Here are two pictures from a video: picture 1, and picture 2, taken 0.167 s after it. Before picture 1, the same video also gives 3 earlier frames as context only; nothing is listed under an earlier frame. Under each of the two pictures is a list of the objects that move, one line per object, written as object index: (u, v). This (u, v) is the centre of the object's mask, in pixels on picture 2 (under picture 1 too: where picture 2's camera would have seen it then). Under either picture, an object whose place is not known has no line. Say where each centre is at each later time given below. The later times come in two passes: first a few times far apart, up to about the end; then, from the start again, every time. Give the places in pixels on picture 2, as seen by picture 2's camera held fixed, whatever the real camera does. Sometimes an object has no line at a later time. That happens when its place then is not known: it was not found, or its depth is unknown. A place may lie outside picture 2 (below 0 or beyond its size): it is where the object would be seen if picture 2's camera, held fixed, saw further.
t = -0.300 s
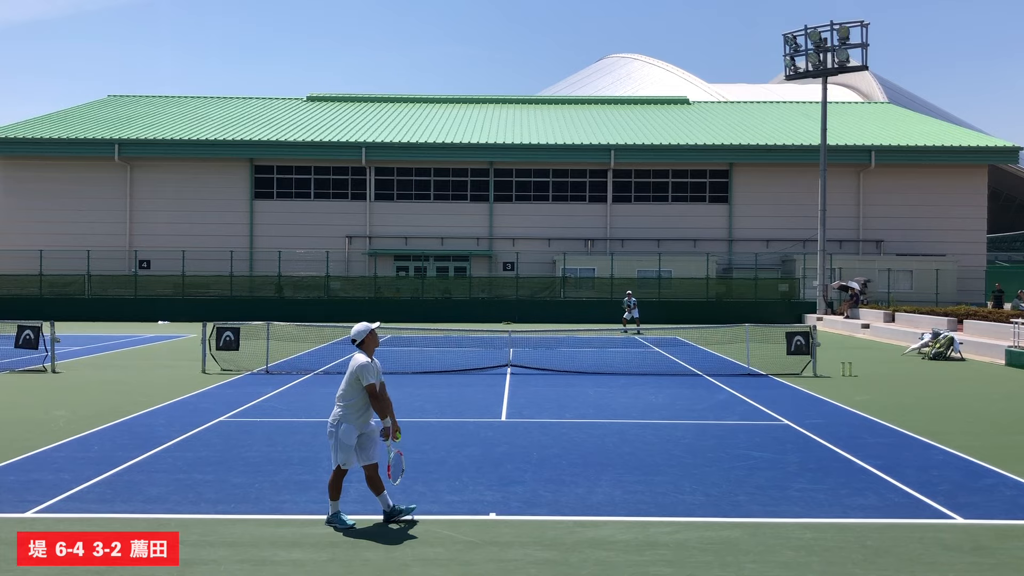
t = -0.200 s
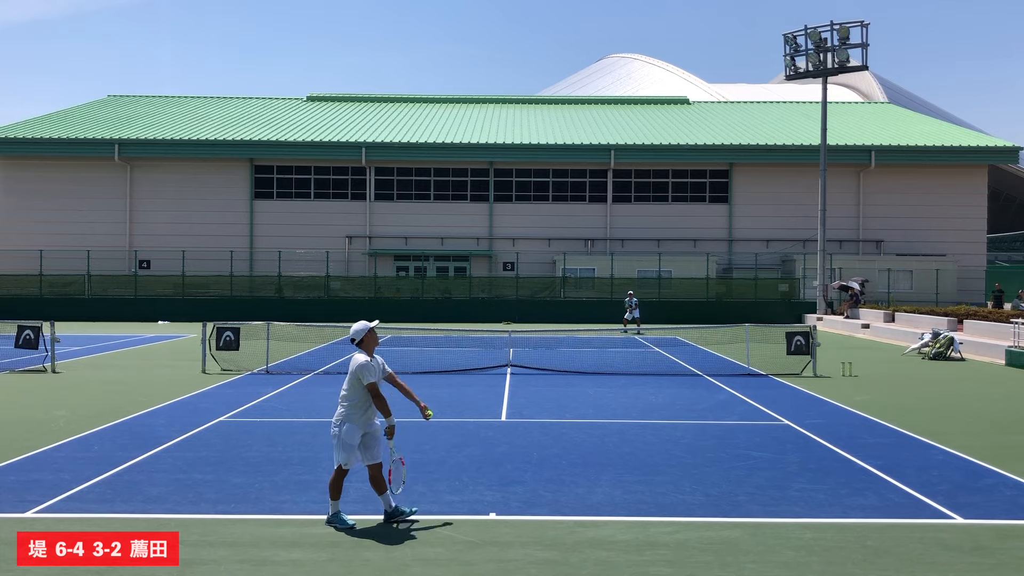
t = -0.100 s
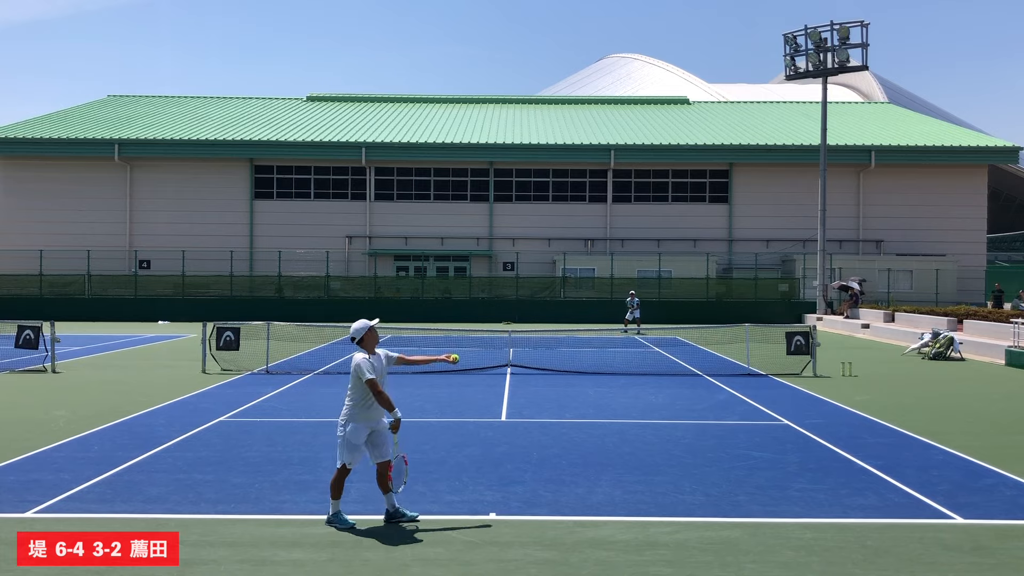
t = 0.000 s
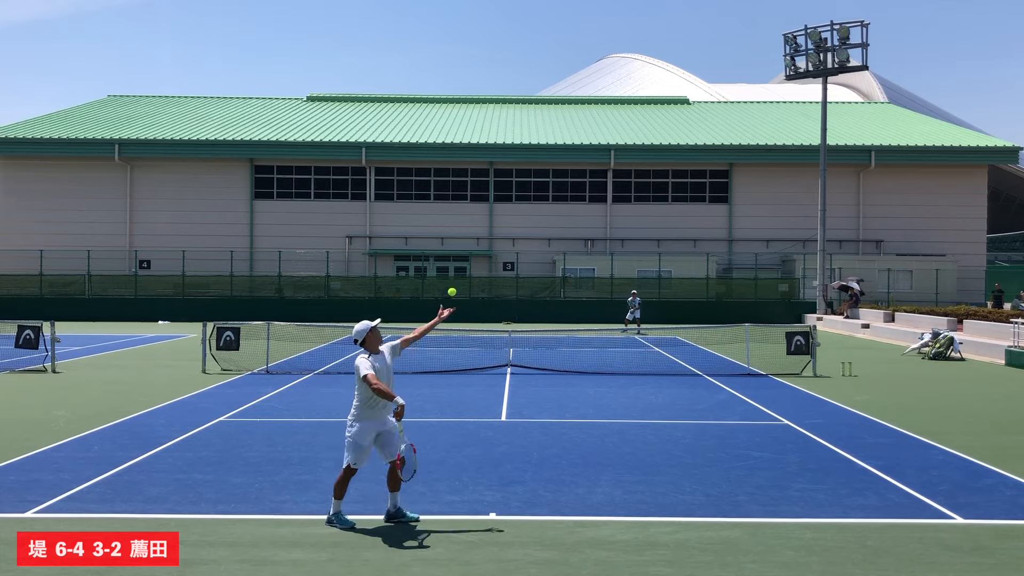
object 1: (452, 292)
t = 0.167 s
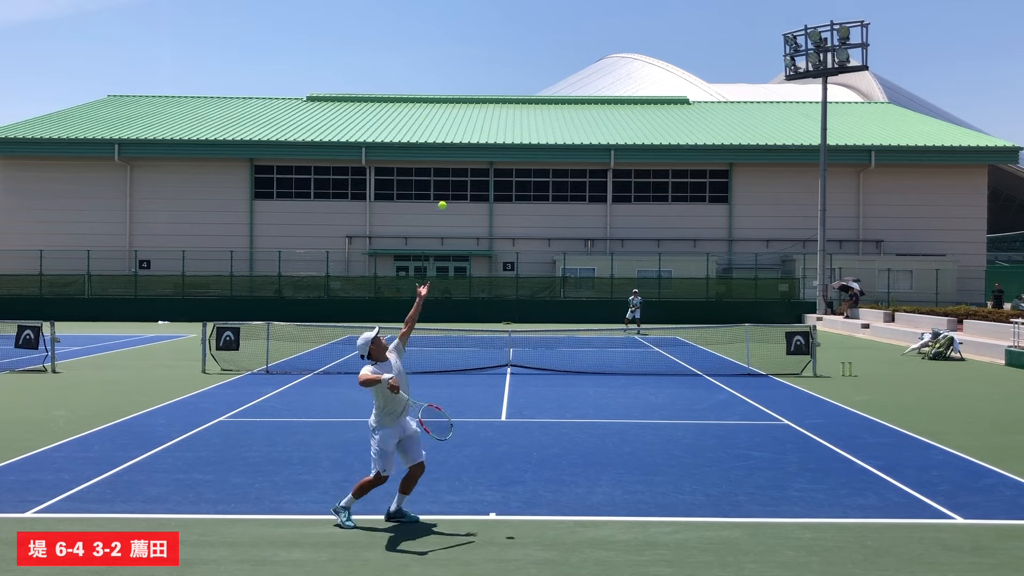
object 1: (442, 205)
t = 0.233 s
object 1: (438, 179)
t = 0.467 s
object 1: (425, 127)
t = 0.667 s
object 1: (414, 129)
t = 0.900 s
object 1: (402, 187)
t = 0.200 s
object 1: (439, 191)
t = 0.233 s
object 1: (438, 179)
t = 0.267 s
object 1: (436, 168)
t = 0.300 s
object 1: (434, 158)
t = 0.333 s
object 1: (432, 149)
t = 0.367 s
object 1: (430, 142)
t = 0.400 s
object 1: (428, 136)
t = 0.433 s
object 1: (427, 130)
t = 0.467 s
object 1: (425, 127)
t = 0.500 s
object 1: (423, 124)
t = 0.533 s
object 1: (421, 123)
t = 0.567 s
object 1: (419, 122)
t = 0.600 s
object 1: (418, 123)
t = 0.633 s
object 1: (416, 125)
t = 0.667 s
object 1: (414, 129)
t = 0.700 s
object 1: (412, 134)
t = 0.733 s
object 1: (410, 140)
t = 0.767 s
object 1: (409, 147)
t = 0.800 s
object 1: (407, 155)
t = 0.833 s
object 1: (405, 164)
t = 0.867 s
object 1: (403, 175)
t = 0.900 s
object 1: (402, 187)
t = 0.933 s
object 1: (400, 199)
